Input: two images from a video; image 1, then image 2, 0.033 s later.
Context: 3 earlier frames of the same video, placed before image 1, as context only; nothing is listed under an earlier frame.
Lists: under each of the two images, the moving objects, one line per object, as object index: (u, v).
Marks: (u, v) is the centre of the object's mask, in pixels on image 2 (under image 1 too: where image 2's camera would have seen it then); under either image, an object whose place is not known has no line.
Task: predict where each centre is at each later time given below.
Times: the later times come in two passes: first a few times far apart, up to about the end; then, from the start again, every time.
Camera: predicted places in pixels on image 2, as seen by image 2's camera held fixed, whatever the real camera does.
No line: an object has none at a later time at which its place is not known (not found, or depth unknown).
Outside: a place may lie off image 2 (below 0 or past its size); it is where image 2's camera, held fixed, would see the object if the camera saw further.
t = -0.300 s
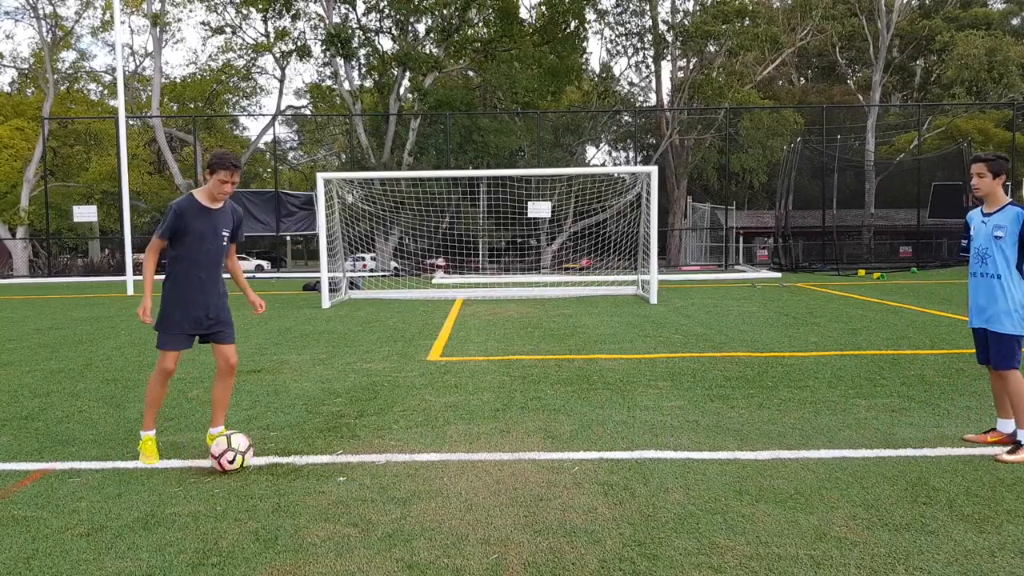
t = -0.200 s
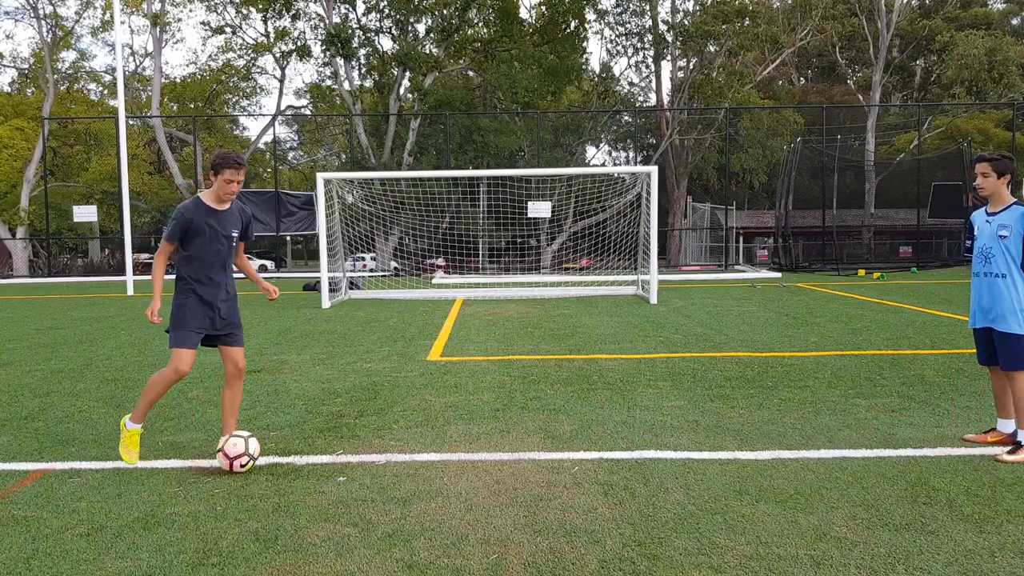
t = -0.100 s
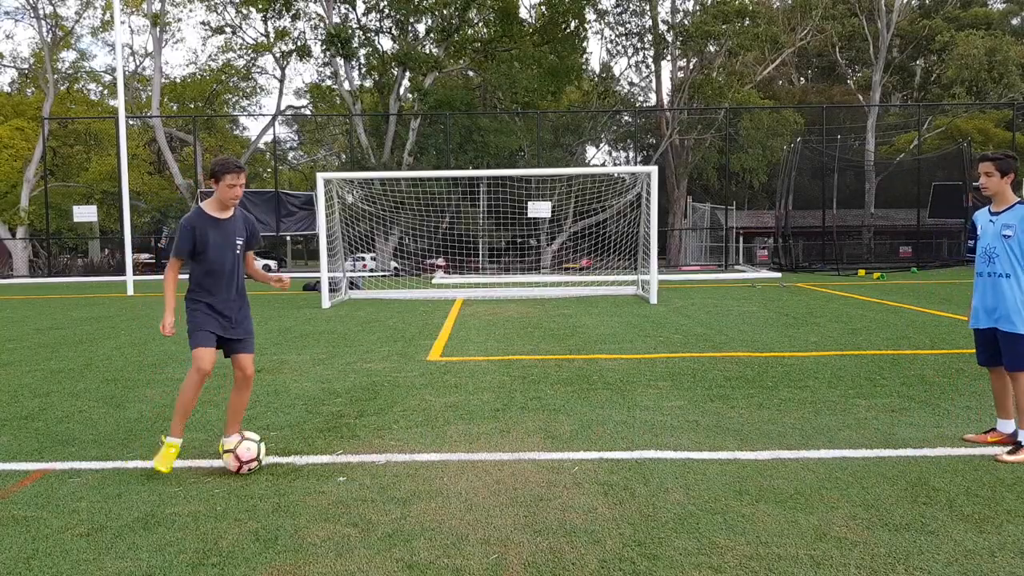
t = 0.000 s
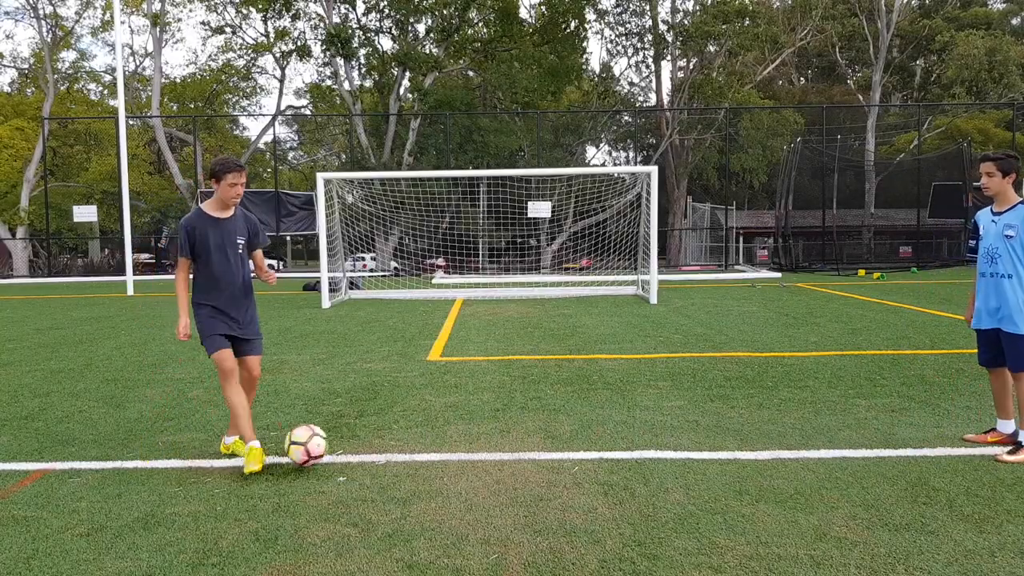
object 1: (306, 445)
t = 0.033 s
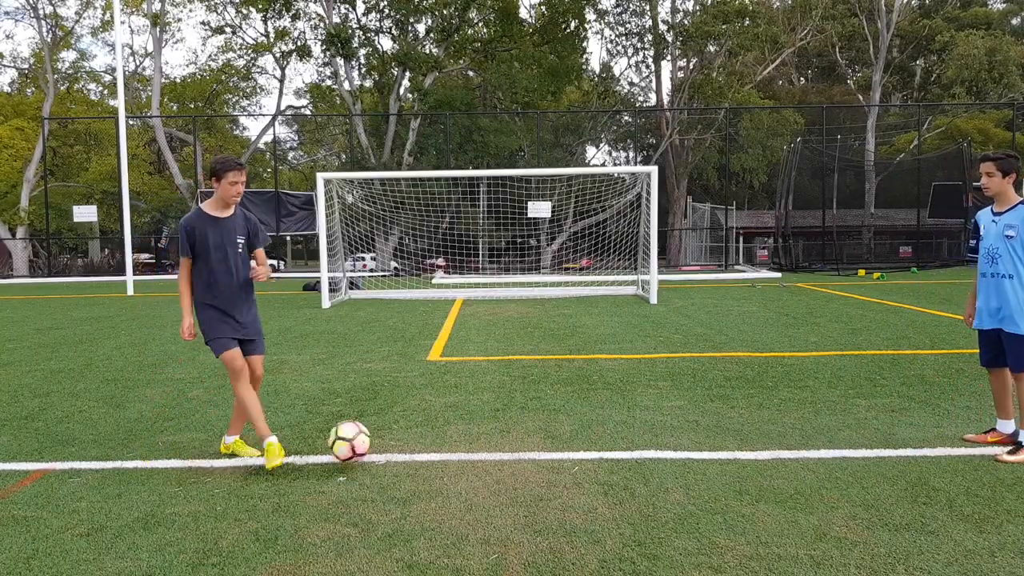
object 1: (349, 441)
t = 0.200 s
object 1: (552, 442)
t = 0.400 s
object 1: (746, 442)
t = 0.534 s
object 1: (850, 438)
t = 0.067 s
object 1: (392, 440)
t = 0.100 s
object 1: (435, 440)
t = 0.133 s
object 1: (477, 444)
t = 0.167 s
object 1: (516, 445)
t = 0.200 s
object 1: (552, 442)
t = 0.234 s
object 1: (587, 440)
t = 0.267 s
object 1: (622, 442)
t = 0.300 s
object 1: (655, 441)
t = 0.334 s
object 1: (685, 439)
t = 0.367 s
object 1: (716, 440)
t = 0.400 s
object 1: (746, 442)
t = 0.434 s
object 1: (772, 440)
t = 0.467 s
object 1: (799, 439)
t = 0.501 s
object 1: (825, 440)
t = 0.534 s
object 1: (850, 438)
